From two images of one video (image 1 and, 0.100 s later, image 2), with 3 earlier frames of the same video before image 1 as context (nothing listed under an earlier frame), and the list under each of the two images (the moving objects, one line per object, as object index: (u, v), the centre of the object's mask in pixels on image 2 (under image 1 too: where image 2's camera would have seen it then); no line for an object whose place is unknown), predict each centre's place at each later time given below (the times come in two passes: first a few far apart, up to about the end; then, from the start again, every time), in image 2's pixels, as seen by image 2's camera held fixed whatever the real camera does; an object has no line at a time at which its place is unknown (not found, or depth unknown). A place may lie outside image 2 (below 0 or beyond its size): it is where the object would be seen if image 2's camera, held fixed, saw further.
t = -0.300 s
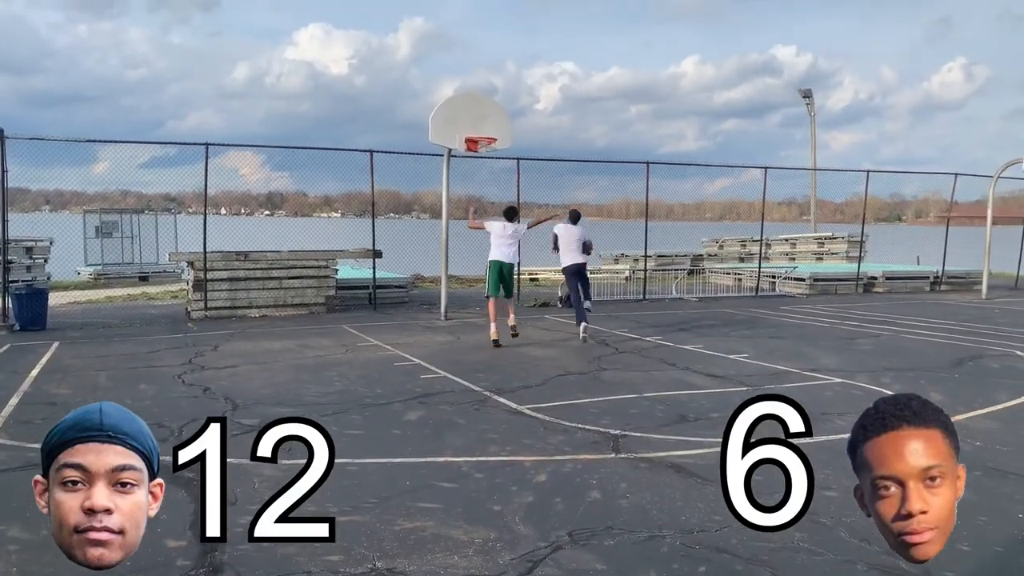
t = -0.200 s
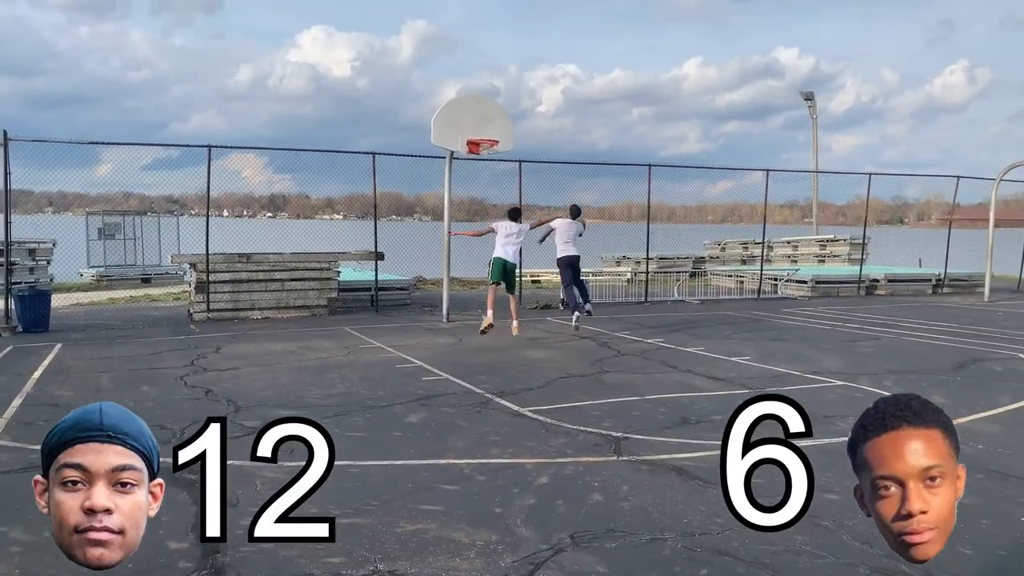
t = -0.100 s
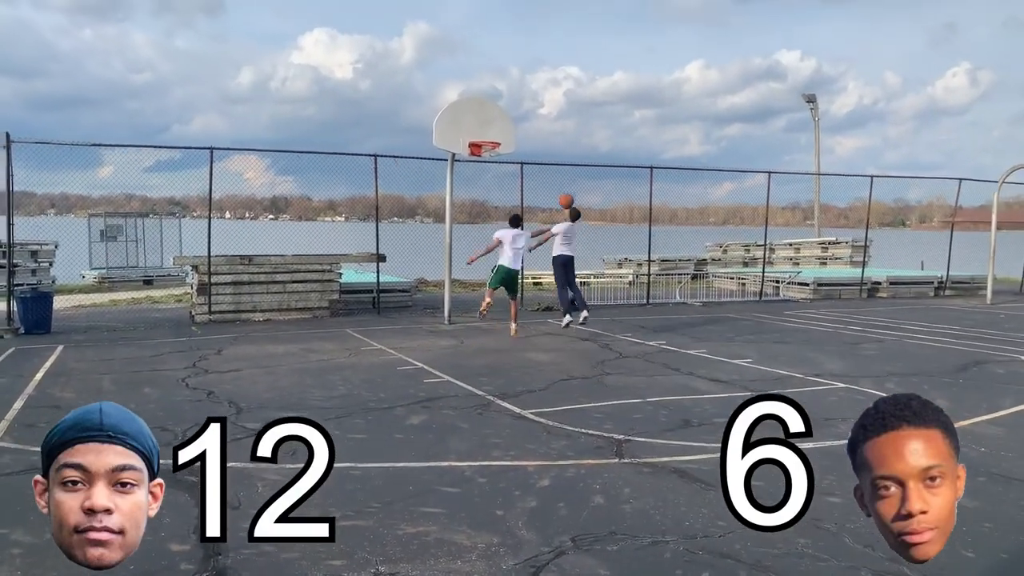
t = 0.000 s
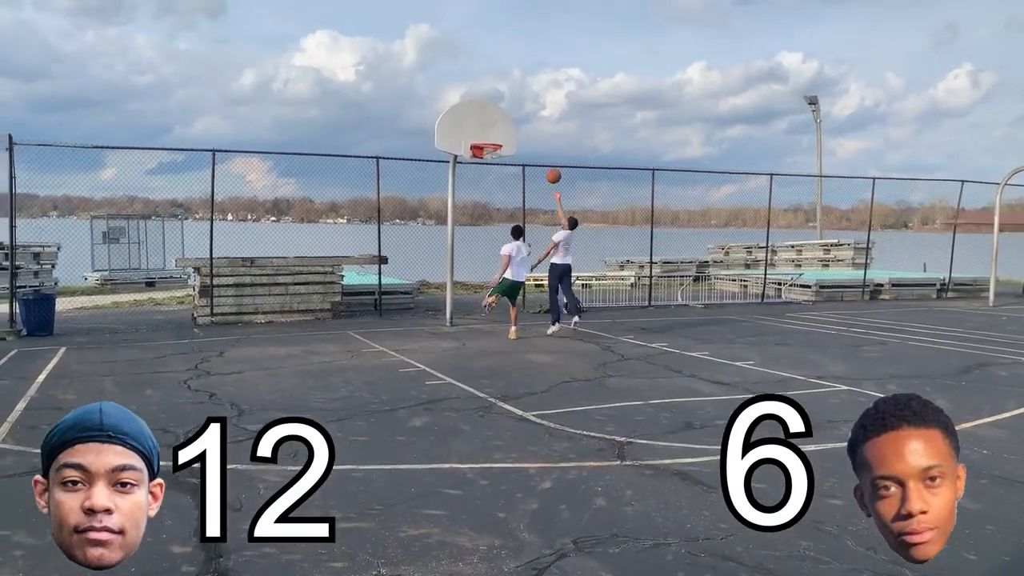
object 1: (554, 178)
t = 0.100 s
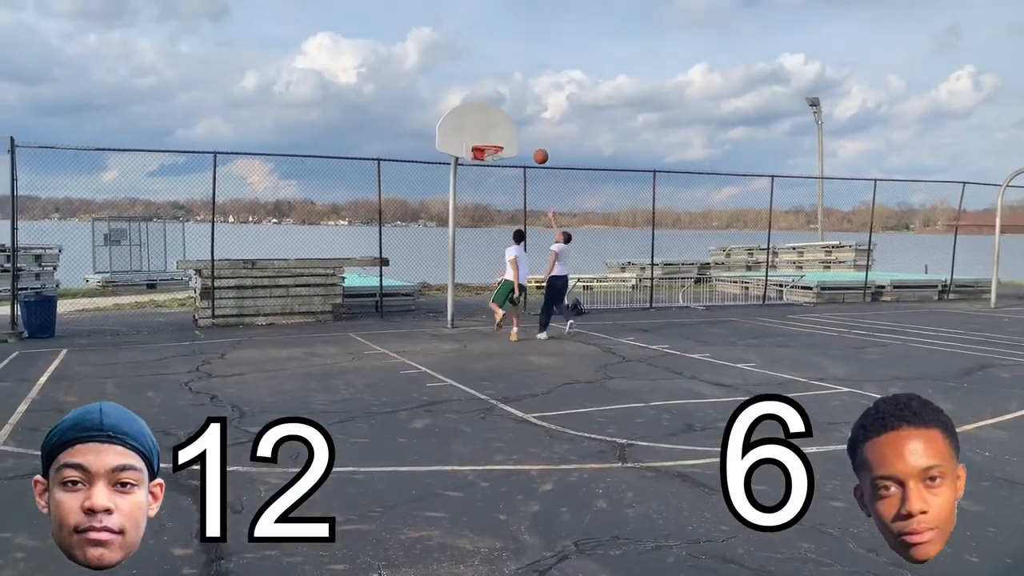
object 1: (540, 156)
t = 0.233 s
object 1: (522, 138)
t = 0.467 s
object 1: (490, 135)
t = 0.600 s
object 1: (484, 138)
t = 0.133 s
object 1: (536, 150)
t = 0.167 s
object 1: (531, 146)
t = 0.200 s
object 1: (526, 142)
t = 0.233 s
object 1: (522, 138)
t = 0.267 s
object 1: (517, 135)
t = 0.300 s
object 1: (513, 133)
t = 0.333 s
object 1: (508, 132)
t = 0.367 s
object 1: (504, 132)
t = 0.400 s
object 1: (499, 132)
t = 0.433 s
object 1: (494, 133)
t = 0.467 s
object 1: (490, 135)
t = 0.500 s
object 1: (487, 136)
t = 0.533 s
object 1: (486, 136)
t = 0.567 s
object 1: (485, 137)
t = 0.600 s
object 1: (484, 138)
